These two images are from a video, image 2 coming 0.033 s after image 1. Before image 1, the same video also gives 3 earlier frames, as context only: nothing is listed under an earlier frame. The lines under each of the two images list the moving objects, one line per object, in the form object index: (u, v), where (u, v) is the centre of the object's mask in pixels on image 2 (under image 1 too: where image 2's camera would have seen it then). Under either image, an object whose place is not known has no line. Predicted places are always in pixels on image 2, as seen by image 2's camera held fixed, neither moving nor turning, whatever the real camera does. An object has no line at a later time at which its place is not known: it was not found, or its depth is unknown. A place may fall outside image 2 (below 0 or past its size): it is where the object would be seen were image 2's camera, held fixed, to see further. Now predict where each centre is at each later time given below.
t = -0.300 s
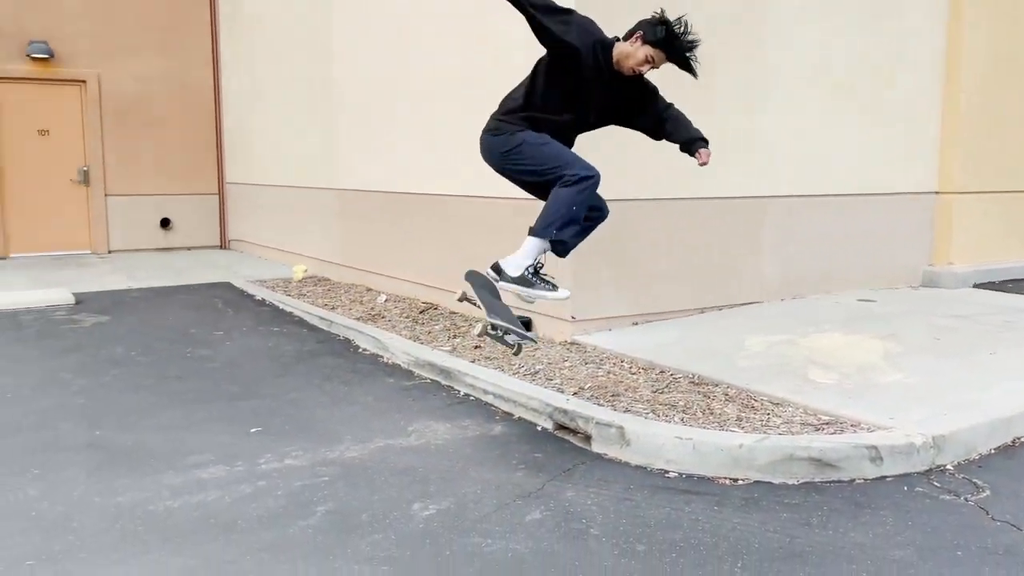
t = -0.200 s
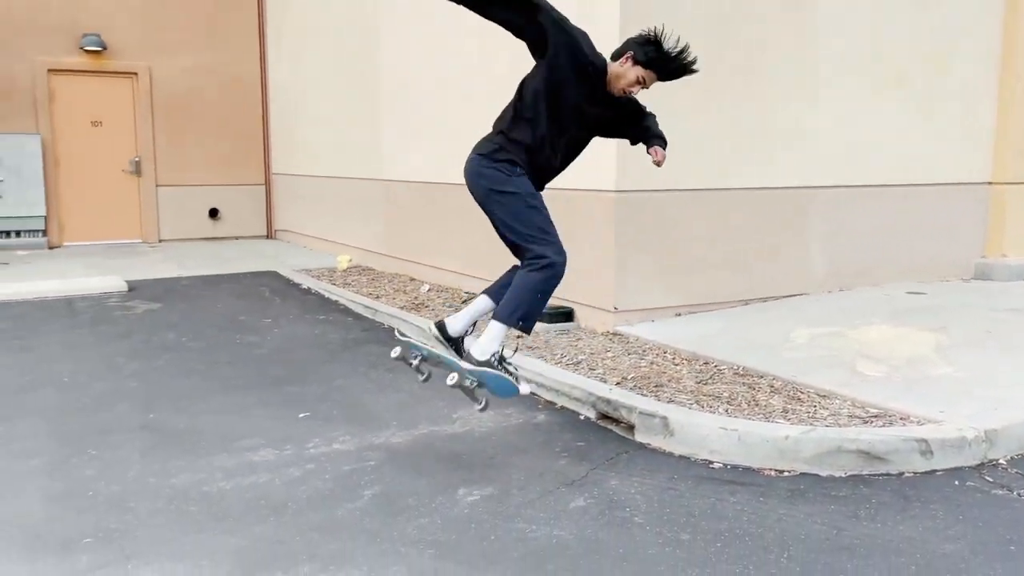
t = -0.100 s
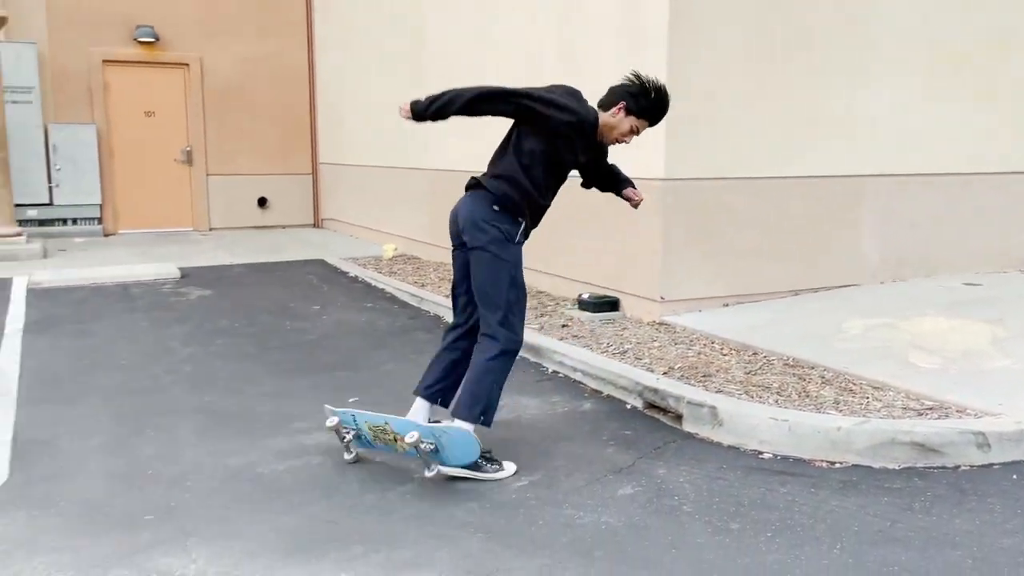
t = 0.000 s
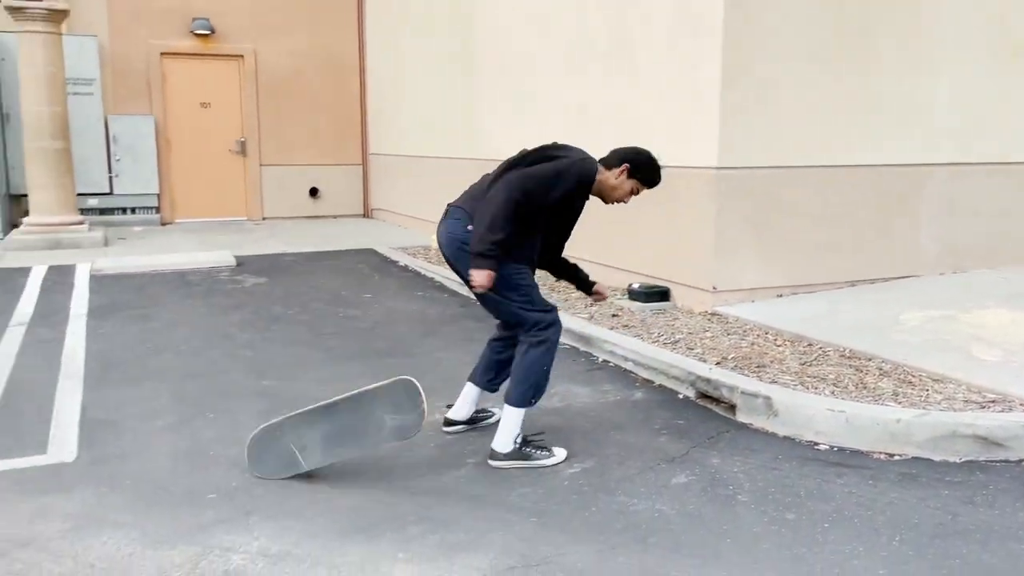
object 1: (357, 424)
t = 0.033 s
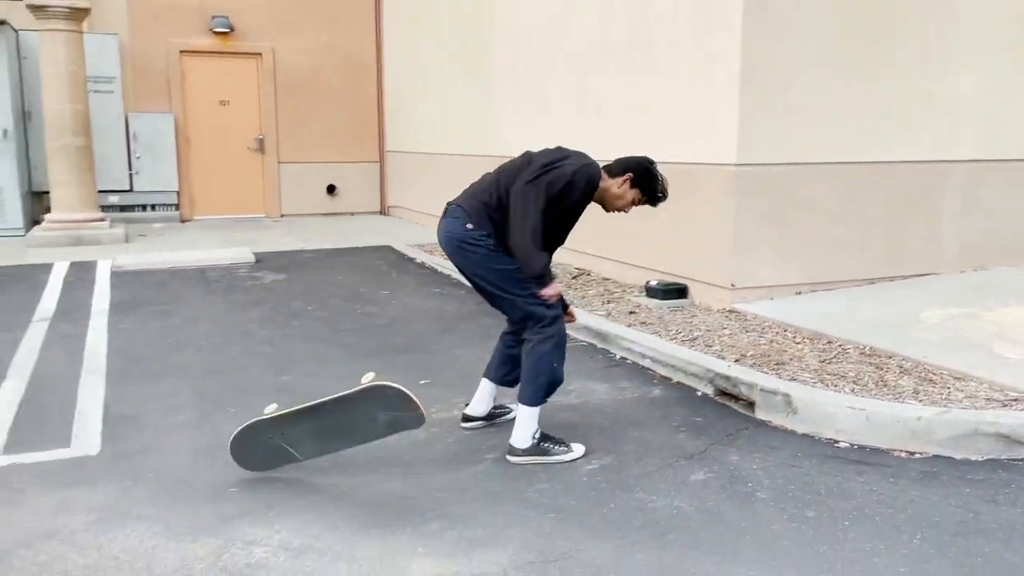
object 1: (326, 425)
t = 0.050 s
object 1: (309, 427)
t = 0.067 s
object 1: (290, 428)
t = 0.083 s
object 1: (276, 426)
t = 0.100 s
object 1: (271, 427)
